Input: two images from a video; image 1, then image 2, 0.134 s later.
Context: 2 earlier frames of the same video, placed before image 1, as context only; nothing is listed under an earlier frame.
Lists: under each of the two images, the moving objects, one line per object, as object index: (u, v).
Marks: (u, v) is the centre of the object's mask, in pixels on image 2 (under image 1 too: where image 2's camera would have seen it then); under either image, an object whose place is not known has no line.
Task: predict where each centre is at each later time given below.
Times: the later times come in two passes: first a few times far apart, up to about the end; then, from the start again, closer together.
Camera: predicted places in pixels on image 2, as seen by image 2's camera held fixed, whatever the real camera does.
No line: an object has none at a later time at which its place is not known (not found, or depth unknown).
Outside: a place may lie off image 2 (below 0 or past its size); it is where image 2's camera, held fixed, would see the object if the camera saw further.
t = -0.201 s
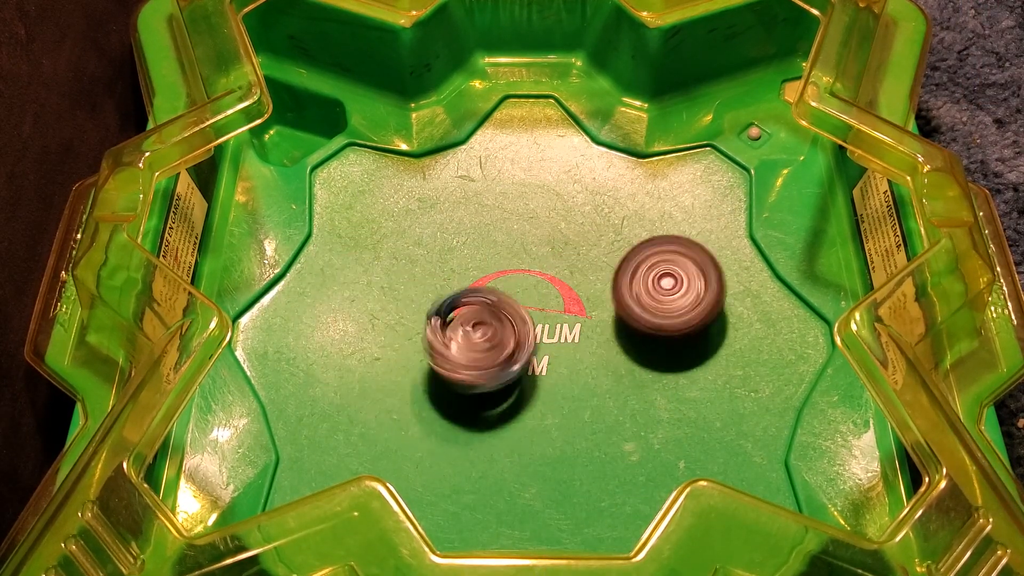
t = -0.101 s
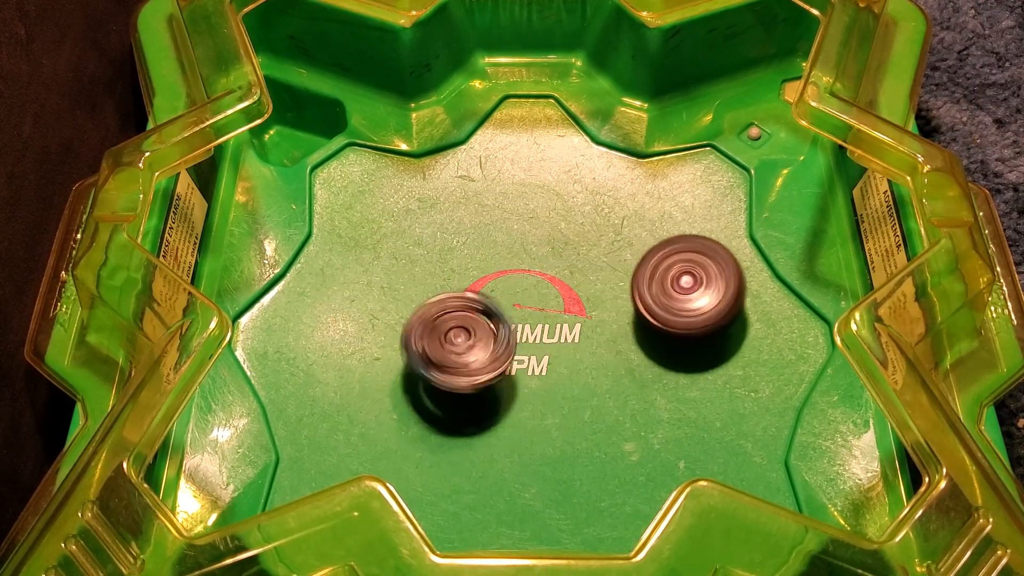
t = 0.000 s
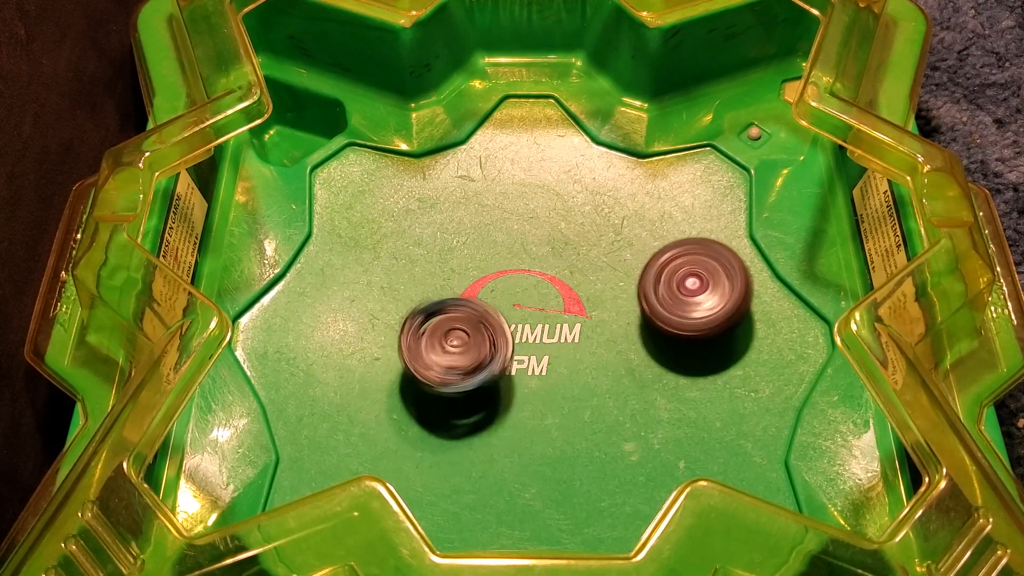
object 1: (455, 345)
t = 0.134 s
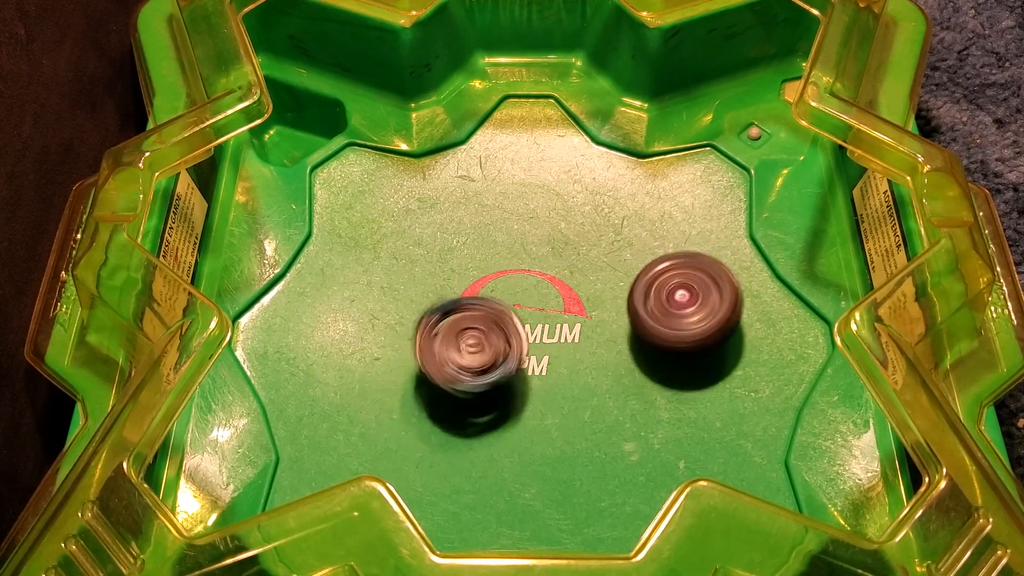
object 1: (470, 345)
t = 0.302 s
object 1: (510, 335)
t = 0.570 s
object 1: (373, 205)
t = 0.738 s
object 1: (373, 212)
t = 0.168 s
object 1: (479, 346)
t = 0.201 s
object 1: (484, 342)
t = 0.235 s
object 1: (499, 339)
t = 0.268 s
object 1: (505, 340)
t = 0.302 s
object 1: (510, 335)
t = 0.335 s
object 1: (516, 330)
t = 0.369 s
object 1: (478, 300)
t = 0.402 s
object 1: (440, 263)
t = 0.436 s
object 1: (411, 233)
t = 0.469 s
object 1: (392, 212)
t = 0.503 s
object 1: (382, 196)
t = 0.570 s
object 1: (373, 205)
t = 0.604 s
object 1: (372, 208)
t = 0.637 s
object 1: (372, 211)
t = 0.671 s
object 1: (373, 212)
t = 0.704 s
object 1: (373, 212)
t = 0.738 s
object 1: (373, 212)
